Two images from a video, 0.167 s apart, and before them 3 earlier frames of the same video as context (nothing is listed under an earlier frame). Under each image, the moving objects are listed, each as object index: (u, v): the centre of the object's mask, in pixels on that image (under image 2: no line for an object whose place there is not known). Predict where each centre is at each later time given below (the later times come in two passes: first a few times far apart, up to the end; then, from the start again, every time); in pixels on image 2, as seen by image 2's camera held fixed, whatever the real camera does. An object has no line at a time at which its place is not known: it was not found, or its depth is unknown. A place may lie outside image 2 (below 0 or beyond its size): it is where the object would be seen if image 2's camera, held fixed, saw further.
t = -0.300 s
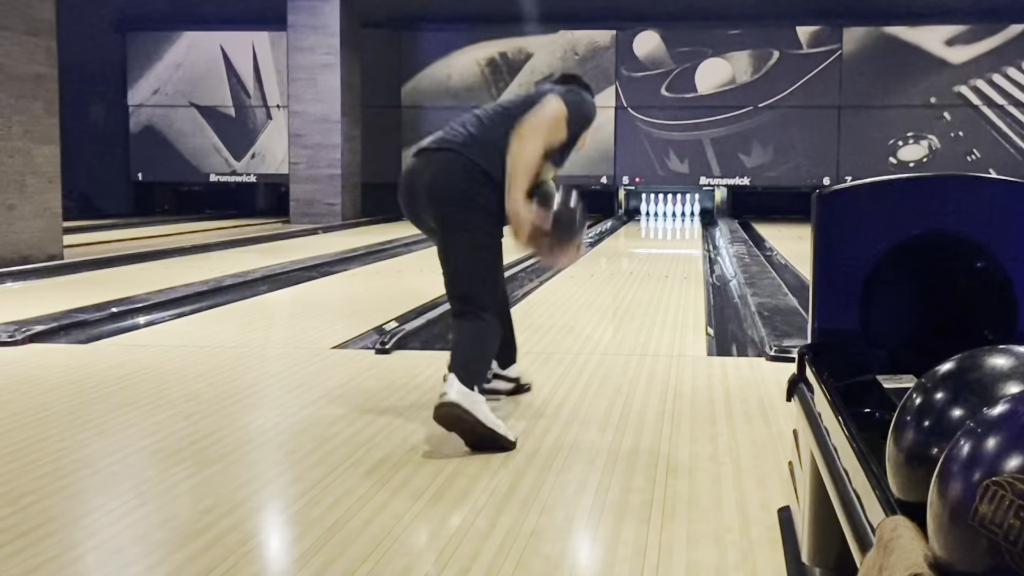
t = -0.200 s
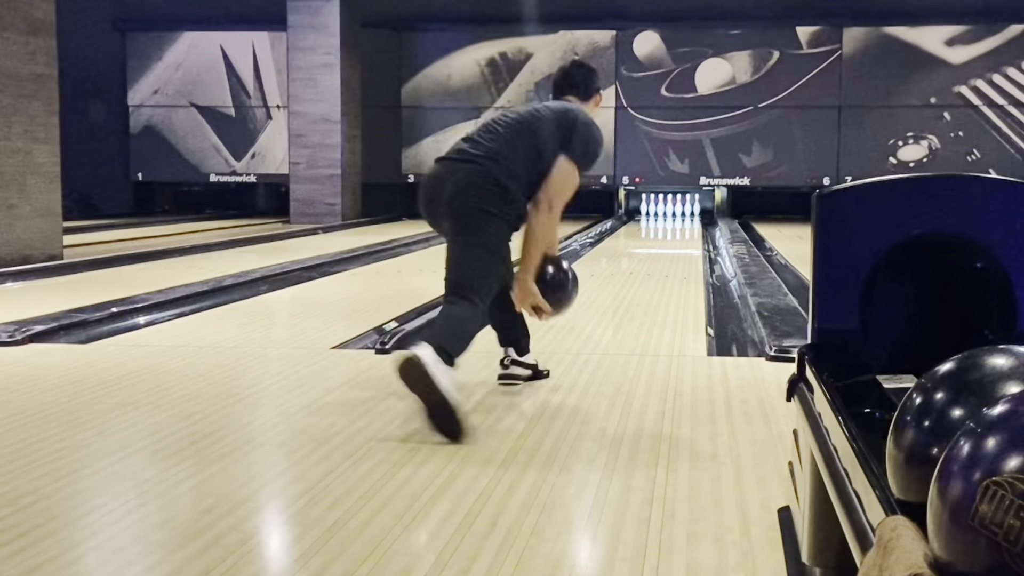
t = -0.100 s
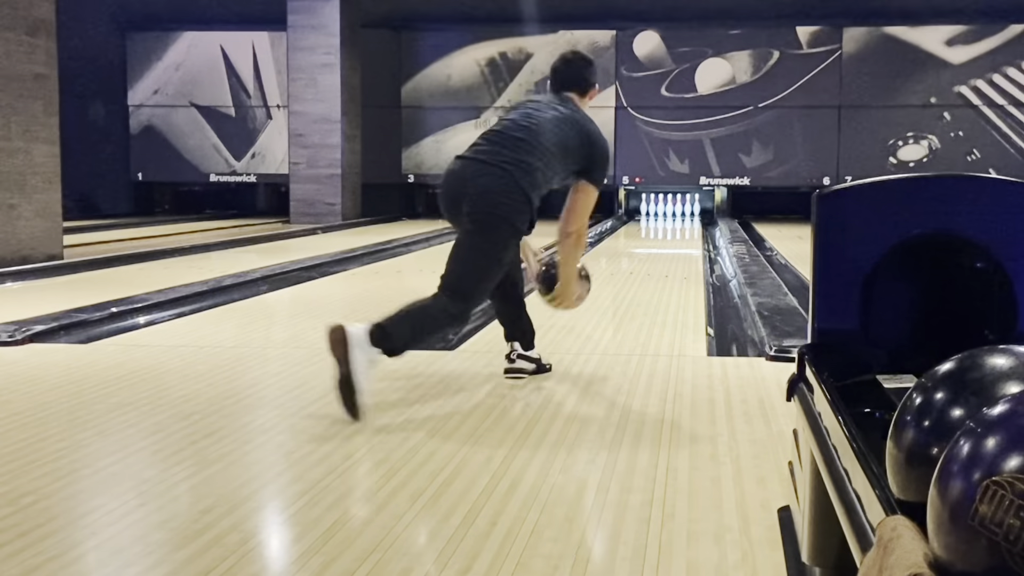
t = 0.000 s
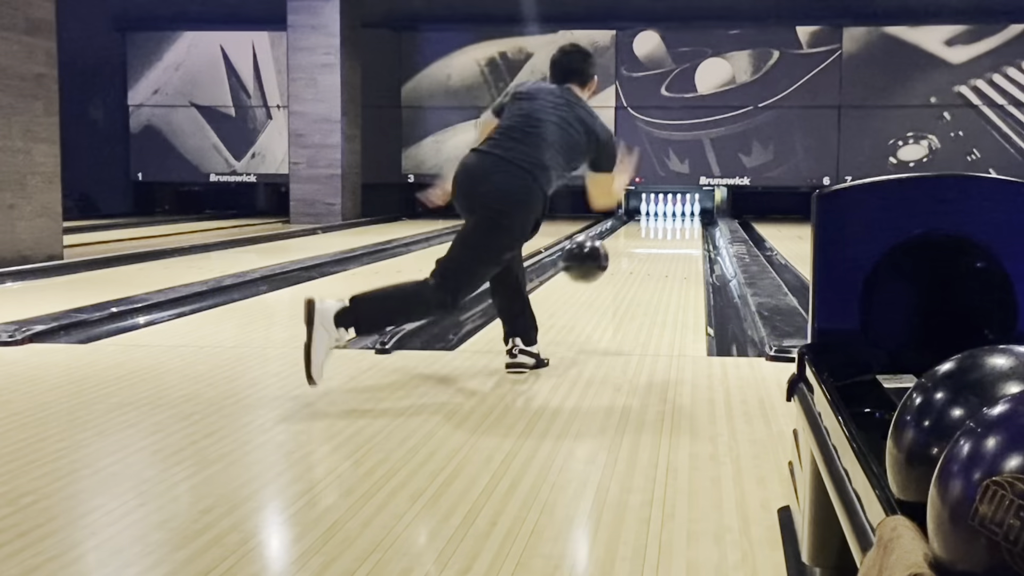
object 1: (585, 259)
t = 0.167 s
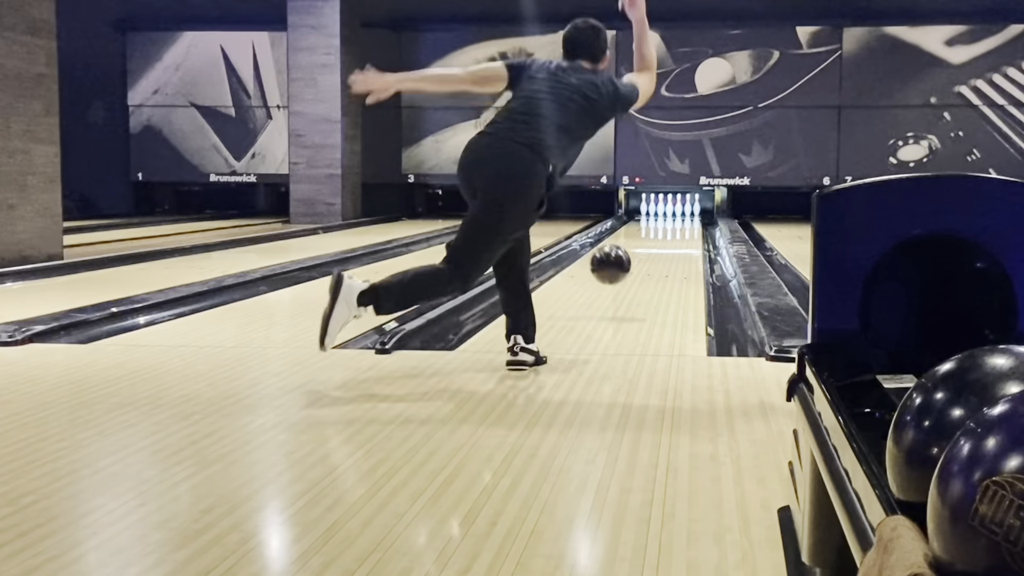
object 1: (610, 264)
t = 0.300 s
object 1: (626, 280)
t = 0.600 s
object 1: (649, 260)
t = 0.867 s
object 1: (662, 248)
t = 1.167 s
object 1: (673, 236)
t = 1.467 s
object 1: (680, 229)
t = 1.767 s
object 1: (684, 222)
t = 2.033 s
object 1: (686, 218)
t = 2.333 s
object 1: (682, 214)
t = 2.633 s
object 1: (674, 211)
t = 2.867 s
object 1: (676, 210)
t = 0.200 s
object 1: (615, 271)
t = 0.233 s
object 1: (618, 280)
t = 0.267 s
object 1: (622, 286)
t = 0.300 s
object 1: (626, 280)
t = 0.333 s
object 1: (629, 276)
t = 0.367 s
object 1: (632, 274)
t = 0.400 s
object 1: (635, 274)
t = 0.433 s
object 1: (638, 271)
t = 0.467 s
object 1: (640, 269)
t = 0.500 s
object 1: (642, 267)
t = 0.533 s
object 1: (645, 264)
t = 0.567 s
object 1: (647, 262)
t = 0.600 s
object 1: (649, 260)
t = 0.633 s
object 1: (651, 258)
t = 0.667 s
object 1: (653, 257)
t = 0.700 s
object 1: (655, 255)
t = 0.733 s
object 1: (657, 253)
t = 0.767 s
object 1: (658, 252)
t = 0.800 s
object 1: (659, 250)
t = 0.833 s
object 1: (661, 249)
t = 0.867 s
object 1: (662, 248)
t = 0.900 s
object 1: (664, 246)
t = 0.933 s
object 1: (665, 245)
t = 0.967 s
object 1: (666, 244)
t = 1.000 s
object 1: (667, 242)
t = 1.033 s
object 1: (669, 241)
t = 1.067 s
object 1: (670, 240)
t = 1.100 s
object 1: (671, 239)
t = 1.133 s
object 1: (672, 238)
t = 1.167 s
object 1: (673, 236)
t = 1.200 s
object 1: (674, 235)
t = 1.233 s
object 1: (674, 235)
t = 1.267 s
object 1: (675, 233)
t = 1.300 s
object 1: (676, 233)
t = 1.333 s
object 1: (677, 232)
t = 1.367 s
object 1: (677, 231)
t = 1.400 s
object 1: (678, 230)
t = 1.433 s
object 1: (679, 229)
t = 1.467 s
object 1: (680, 229)
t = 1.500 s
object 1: (680, 228)
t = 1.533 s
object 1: (681, 227)
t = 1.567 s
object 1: (681, 226)
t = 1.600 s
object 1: (682, 225)
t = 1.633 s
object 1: (683, 225)
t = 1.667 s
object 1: (683, 224)
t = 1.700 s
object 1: (684, 223)
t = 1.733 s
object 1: (684, 223)
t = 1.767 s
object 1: (684, 222)
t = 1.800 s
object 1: (685, 222)
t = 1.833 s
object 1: (685, 221)
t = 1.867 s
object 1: (685, 220)
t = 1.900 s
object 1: (686, 220)
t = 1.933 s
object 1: (686, 219)
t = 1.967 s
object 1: (686, 219)
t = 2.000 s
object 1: (686, 218)
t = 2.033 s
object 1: (686, 218)
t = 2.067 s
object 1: (686, 217)
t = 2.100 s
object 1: (686, 217)
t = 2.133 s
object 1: (686, 217)
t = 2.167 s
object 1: (685, 216)
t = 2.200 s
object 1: (685, 216)
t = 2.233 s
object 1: (684, 215)
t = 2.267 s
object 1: (683, 215)
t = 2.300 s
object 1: (682, 214)
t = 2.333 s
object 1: (682, 214)
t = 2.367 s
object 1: (681, 214)
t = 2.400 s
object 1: (680, 214)
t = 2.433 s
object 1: (679, 213)
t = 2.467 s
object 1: (679, 213)
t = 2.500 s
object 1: (678, 212)
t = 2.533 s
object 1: (677, 213)
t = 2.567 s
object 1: (676, 212)
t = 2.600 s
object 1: (675, 211)
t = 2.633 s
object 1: (674, 211)
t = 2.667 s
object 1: (674, 211)
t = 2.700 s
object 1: (674, 211)
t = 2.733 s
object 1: (674, 211)
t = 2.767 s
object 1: (674, 210)
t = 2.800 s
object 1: (674, 210)
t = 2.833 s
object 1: (675, 211)
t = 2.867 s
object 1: (676, 210)
